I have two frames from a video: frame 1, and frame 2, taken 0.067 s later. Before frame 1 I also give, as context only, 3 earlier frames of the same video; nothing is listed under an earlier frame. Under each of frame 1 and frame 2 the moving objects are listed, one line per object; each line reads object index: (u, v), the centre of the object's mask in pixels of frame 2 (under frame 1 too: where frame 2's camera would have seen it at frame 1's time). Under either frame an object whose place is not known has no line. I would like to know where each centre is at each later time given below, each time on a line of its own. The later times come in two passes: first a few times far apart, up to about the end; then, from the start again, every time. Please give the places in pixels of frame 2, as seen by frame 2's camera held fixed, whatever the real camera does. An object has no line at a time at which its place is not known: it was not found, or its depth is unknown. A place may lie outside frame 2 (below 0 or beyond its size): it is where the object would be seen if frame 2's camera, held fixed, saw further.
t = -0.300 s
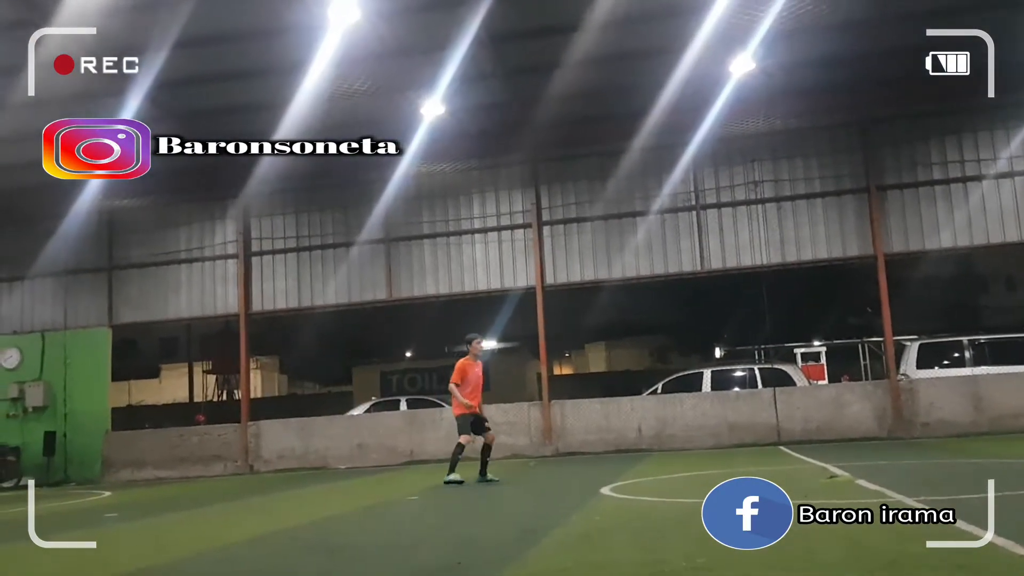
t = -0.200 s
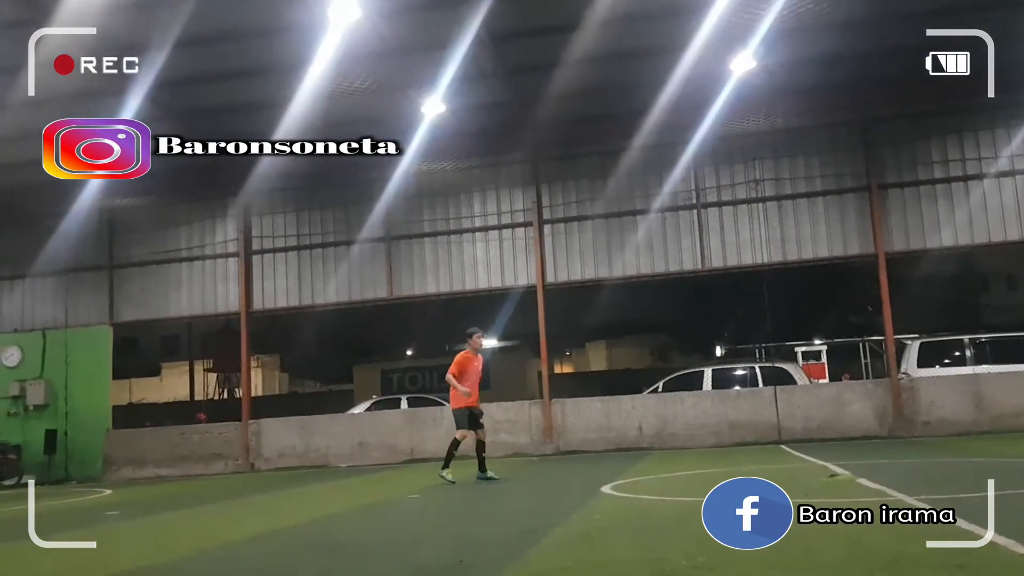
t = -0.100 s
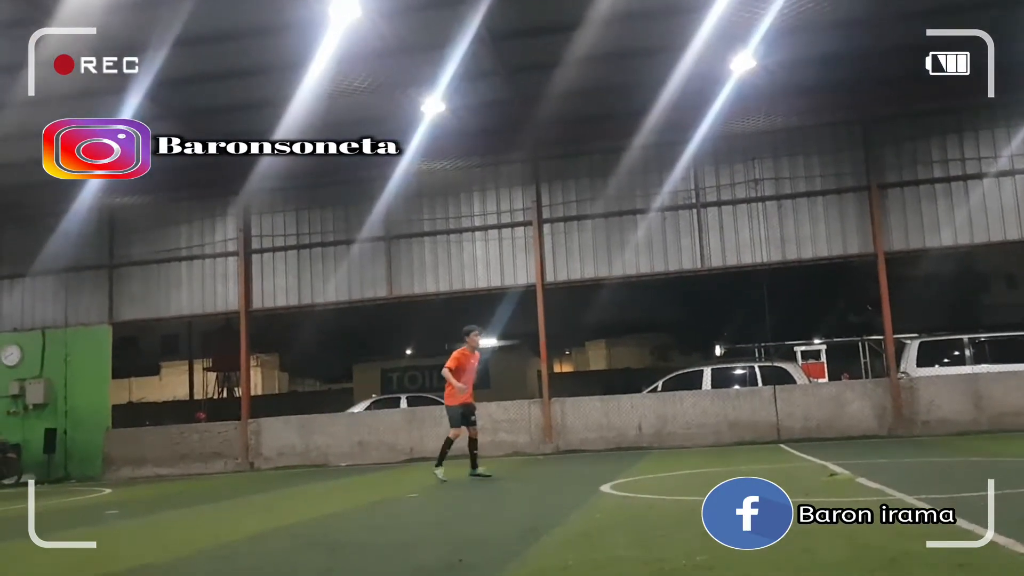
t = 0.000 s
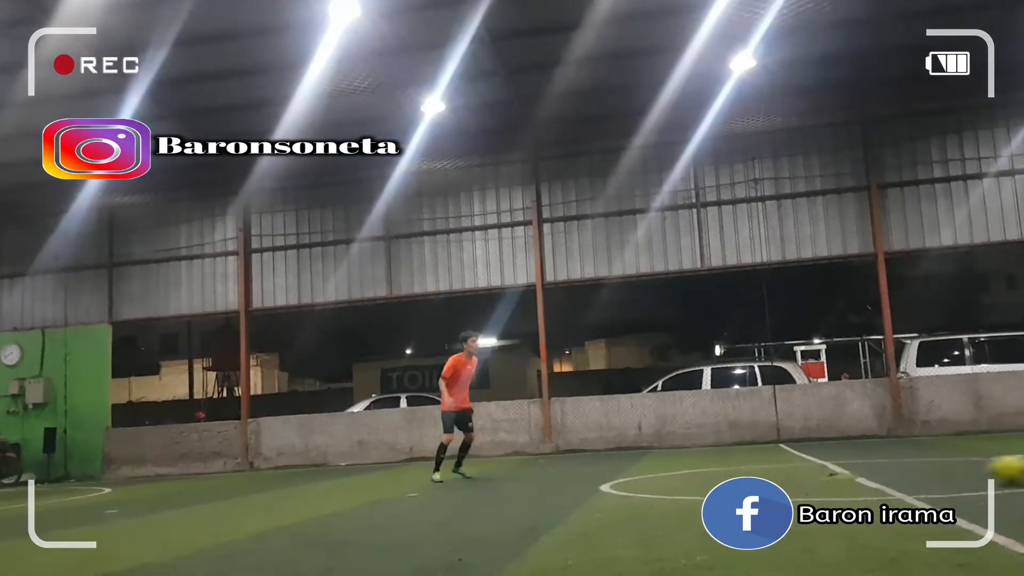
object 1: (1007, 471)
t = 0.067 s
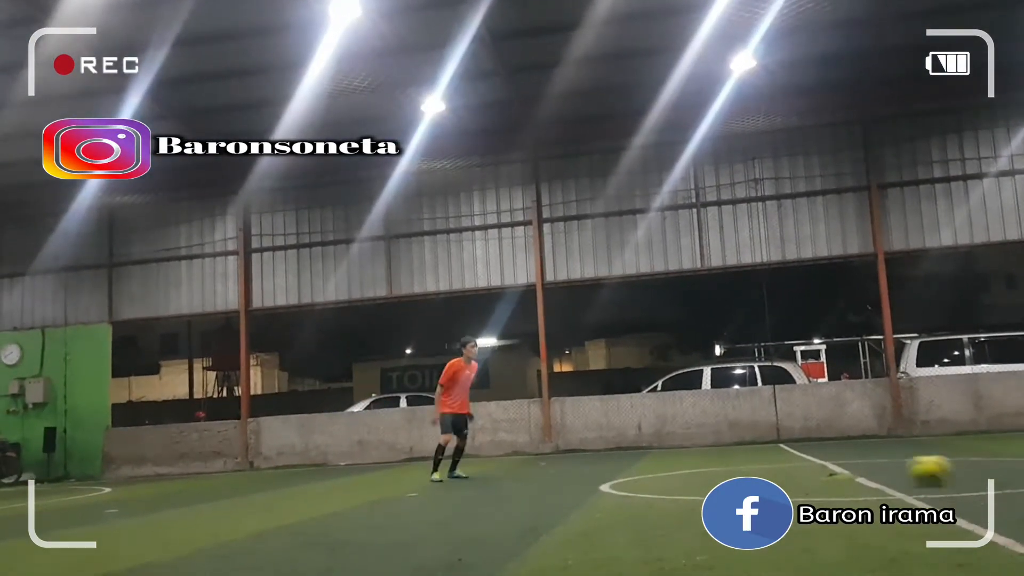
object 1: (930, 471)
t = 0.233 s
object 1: (770, 469)
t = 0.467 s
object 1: (605, 472)
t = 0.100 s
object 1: (895, 472)
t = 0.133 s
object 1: (860, 471)
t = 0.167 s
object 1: (829, 473)
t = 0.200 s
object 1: (800, 471)
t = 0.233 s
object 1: (770, 469)
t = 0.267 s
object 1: (743, 468)
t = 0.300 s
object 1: (717, 471)
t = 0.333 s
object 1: (693, 472)
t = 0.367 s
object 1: (670, 473)
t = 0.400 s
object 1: (647, 473)
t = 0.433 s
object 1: (626, 473)
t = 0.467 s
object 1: (605, 472)
